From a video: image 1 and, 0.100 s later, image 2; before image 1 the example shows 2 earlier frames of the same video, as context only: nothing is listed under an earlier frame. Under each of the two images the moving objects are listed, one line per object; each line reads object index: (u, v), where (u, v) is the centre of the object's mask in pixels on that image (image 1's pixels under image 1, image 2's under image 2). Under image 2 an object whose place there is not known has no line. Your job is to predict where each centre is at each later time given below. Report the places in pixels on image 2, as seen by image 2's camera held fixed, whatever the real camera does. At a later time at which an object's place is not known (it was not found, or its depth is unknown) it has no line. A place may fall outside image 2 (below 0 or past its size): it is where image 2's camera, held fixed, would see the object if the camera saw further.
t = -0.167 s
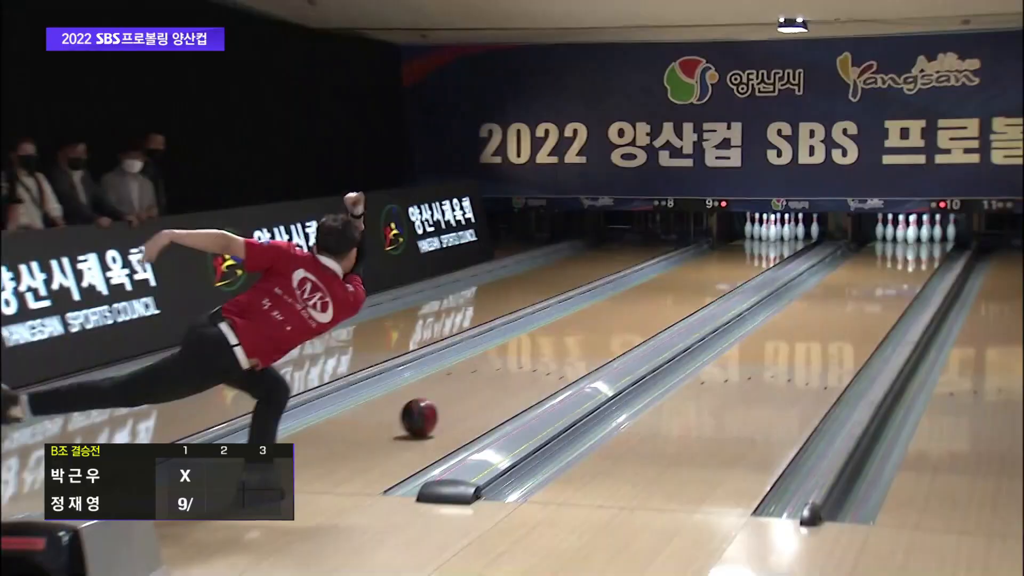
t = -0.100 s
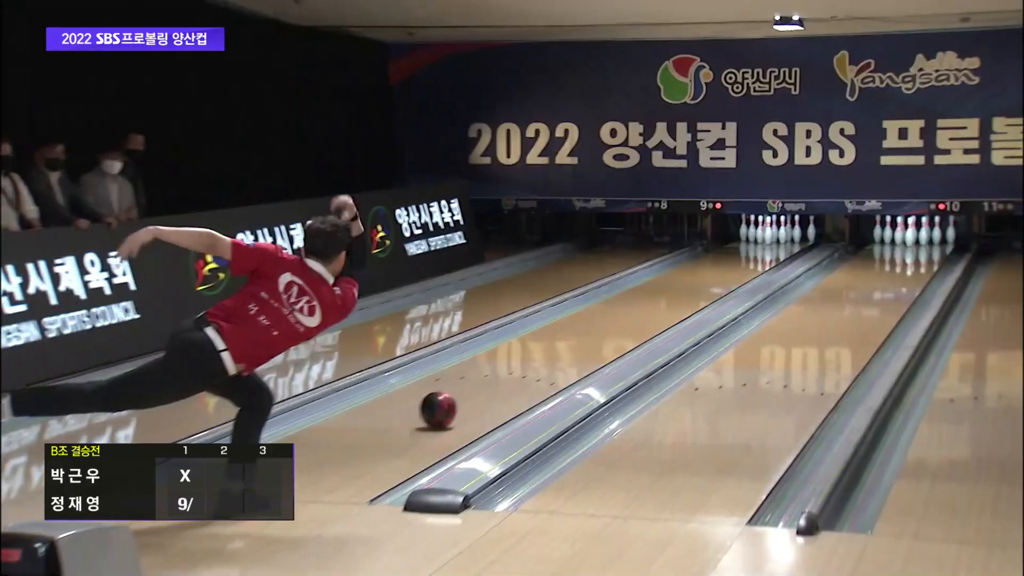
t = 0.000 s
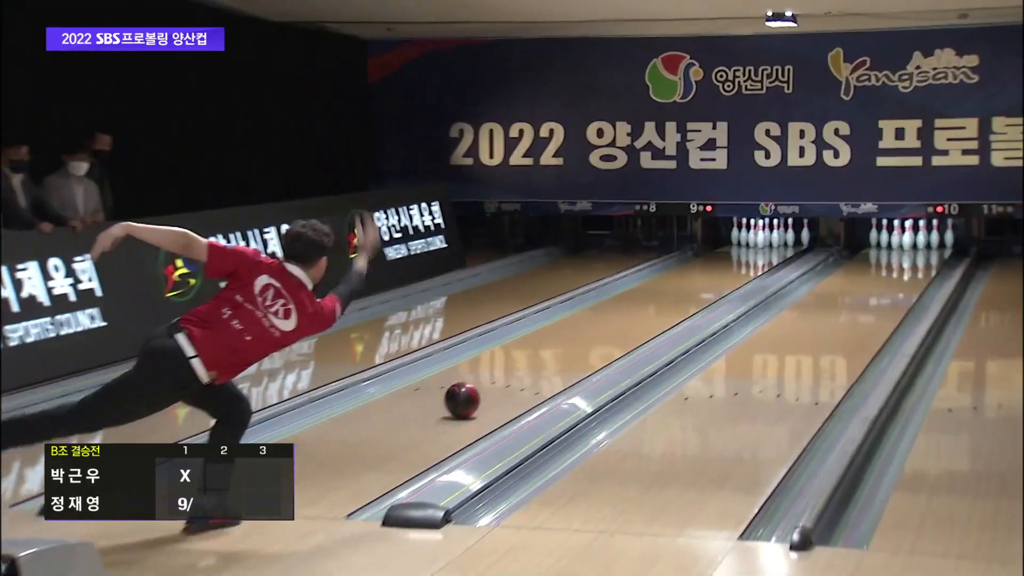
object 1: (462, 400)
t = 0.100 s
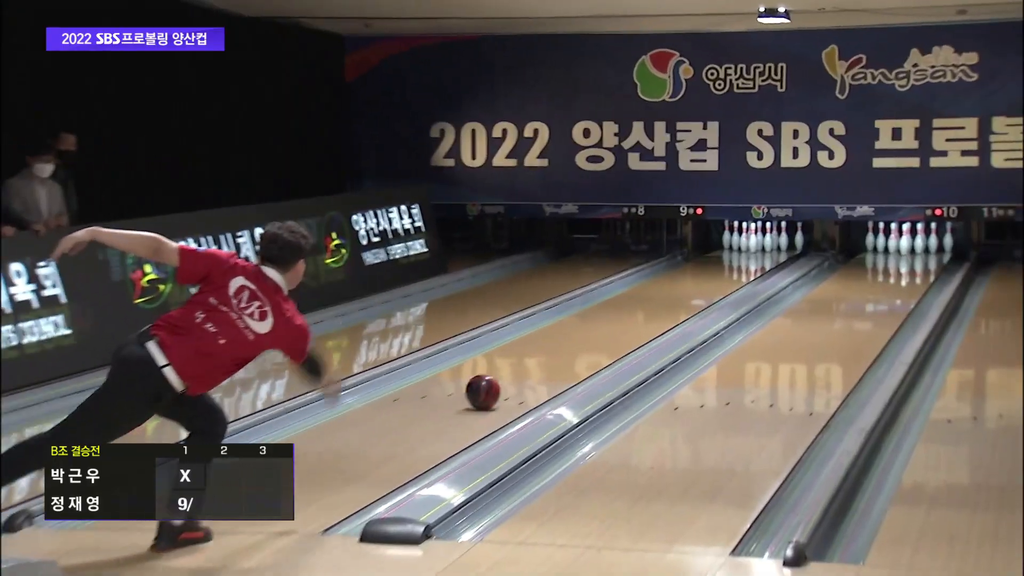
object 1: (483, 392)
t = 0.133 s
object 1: (495, 386)
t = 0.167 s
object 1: (506, 381)
